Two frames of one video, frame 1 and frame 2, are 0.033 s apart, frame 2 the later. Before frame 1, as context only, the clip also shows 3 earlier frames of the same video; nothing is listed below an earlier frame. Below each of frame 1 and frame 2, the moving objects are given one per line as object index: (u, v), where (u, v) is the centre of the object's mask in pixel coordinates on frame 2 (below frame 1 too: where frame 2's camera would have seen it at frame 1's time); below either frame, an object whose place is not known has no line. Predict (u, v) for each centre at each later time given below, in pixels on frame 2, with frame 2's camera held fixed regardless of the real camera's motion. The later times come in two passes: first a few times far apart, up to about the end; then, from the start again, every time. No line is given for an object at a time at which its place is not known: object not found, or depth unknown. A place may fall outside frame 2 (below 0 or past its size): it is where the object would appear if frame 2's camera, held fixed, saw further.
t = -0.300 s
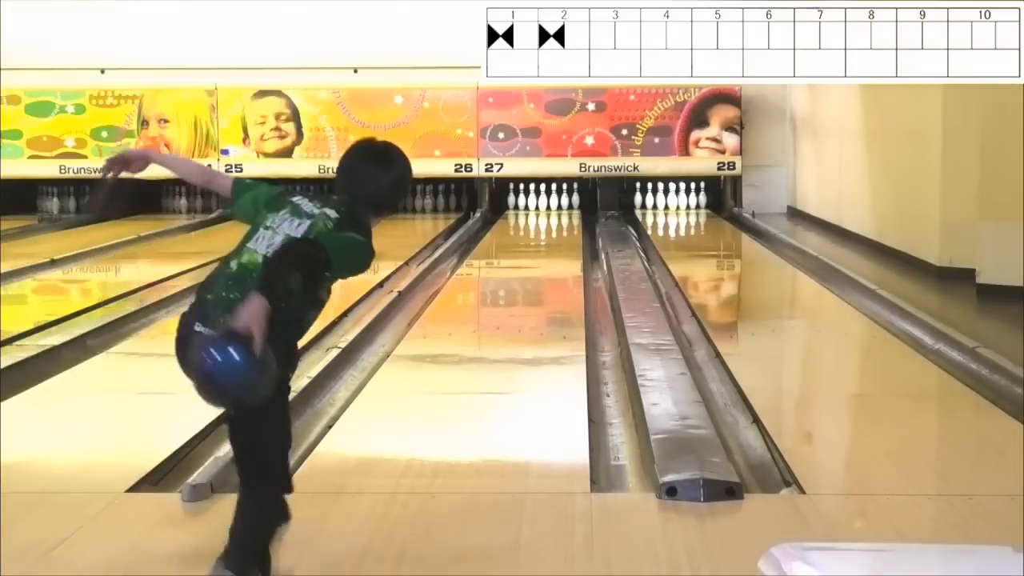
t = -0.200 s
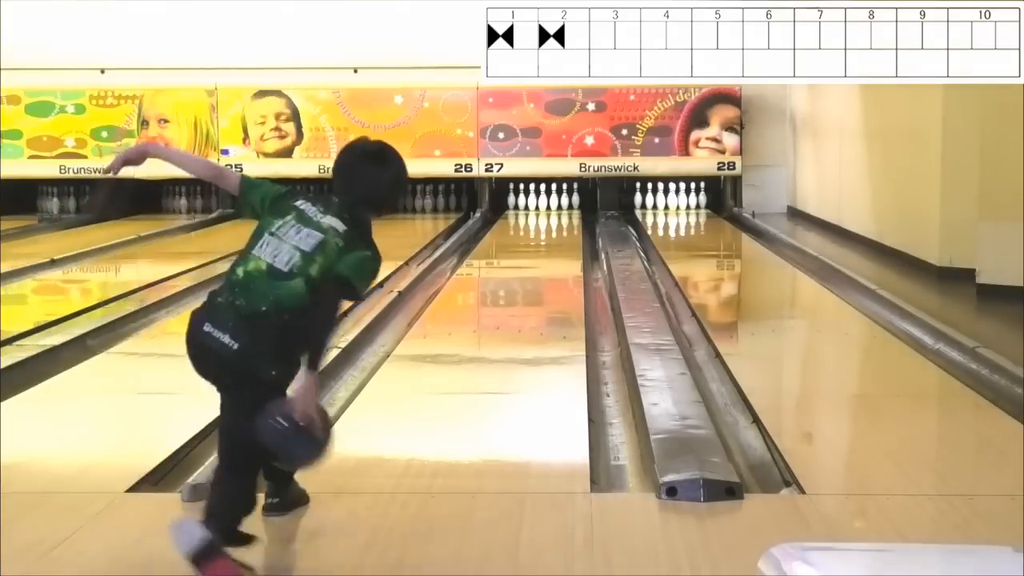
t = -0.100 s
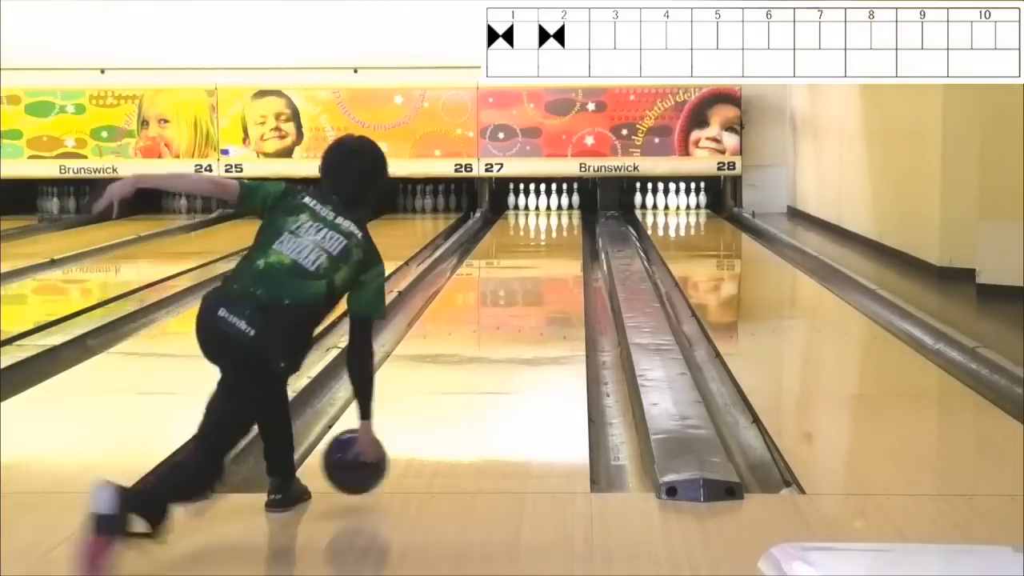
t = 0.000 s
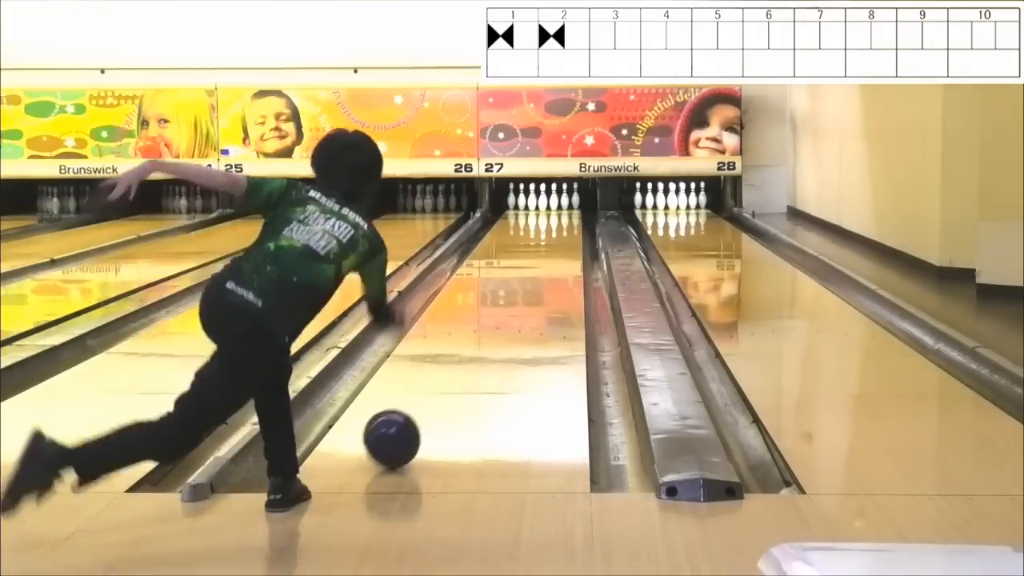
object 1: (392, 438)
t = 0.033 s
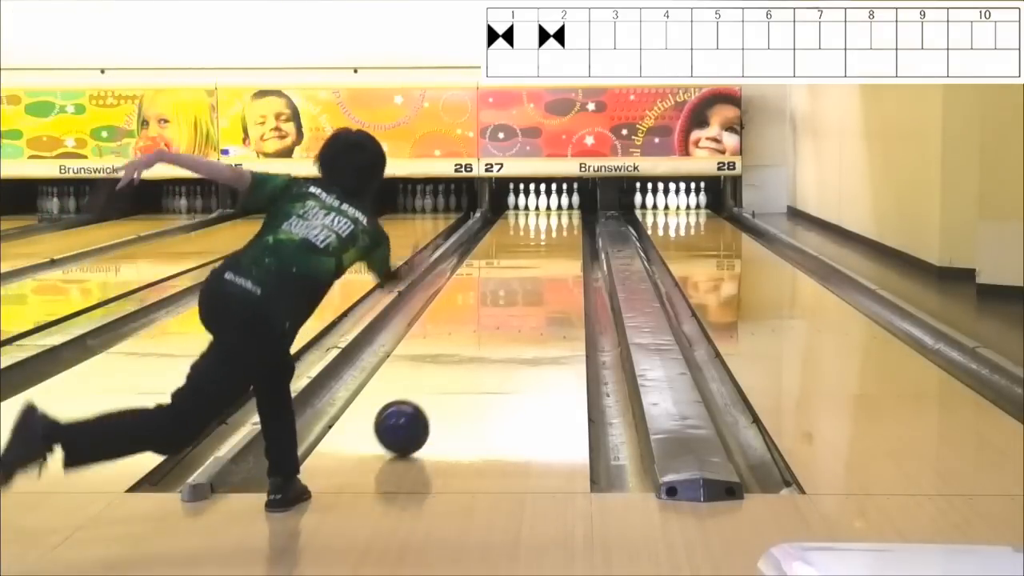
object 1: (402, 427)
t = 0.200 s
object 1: (442, 382)
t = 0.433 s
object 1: (481, 338)
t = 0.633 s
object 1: (505, 309)
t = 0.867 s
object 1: (526, 285)
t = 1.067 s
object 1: (539, 268)
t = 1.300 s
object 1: (551, 253)
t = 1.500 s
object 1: (558, 242)
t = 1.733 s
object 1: (563, 233)
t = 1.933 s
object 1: (566, 225)
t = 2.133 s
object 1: (564, 219)
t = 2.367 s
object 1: (557, 213)
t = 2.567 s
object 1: (551, 209)
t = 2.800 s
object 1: (545, 204)
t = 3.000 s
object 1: (541, 202)
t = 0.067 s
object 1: (411, 417)
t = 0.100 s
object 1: (419, 408)
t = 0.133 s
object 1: (427, 399)
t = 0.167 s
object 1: (435, 390)
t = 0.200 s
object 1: (442, 382)
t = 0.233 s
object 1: (449, 375)
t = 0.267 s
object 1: (455, 368)
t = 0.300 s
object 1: (461, 361)
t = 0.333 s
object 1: (466, 355)
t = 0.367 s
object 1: (472, 349)
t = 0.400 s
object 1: (477, 343)
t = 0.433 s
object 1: (481, 338)
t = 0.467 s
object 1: (486, 333)
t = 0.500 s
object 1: (490, 328)
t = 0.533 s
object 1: (494, 323)
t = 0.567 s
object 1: (498, 318)
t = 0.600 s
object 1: (502, 314)
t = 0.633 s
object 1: (505, 309)
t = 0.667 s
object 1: (508, 305)
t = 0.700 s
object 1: (512, 302)
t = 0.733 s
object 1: (515, 298)
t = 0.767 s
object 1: (518, 294)
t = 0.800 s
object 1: (521, 291)
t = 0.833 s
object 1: (523, 288)
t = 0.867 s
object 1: (526, 285)
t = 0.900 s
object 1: (528, 282)
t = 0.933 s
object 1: (531, 279)
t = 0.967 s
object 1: (533, 276)
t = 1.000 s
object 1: (535, 273)
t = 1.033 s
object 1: (537, 270)
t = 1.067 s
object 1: (539, 268)
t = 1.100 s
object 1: (541, 265)
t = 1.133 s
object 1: (543, 263)
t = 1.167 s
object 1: (544, 261)
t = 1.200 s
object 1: (546, 259)
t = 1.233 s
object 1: (548, 257)
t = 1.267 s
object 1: (549, 255)
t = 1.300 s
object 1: (551, 253)
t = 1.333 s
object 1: (552, 251)
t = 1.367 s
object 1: (553, 249)
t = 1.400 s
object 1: (554, 247)
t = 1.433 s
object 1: (556, 246)
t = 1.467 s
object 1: (557, 244)
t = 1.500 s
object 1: (558, 242)
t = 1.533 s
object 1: (559, 241)
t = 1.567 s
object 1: (560, 240)
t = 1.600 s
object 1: (561, 238)
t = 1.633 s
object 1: (561, 236)
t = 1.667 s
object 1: (562, 236)
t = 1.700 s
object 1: (563, 234)
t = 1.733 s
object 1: (563, 233)
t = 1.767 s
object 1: (564, 231)
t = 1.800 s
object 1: (565, 230)
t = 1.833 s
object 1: (565, 229)
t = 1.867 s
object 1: (565, 228)
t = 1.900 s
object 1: (566, 227)
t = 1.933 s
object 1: (566, 225)
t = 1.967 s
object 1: (566, 224)
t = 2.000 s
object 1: (566, 223)
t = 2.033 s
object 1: (565, 223)
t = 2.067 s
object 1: (565, 221)
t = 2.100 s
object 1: (565, 220)
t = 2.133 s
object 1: (564, 219)
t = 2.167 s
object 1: (563, 218)
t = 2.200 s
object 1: (562, 218)
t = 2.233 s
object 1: (561, 217)
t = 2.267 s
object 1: (561, 215)
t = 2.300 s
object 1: (560, 214)
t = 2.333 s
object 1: (558, 214)
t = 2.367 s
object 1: (557, 213)
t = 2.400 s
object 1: (557, 212)
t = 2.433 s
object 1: (556, 212)
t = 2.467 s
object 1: (555, 211)
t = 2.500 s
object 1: (553, 210)
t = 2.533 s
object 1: (552, 209)
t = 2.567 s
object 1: (551, 209)
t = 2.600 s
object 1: (551, 208)
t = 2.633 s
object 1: (549, 207)
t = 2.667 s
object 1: (548, 207)
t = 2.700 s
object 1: (547, 206)
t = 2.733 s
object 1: (546, 205)
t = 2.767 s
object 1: (545, 205)
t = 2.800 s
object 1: (545, 204)
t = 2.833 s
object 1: (545, 204)
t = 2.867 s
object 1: (545, 204)
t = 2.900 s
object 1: (543, 203)
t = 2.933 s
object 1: (542, 204)
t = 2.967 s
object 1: (541, 202)
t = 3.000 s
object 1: (541, 202)
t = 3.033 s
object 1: (541, 203)
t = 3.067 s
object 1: (539, 204)
